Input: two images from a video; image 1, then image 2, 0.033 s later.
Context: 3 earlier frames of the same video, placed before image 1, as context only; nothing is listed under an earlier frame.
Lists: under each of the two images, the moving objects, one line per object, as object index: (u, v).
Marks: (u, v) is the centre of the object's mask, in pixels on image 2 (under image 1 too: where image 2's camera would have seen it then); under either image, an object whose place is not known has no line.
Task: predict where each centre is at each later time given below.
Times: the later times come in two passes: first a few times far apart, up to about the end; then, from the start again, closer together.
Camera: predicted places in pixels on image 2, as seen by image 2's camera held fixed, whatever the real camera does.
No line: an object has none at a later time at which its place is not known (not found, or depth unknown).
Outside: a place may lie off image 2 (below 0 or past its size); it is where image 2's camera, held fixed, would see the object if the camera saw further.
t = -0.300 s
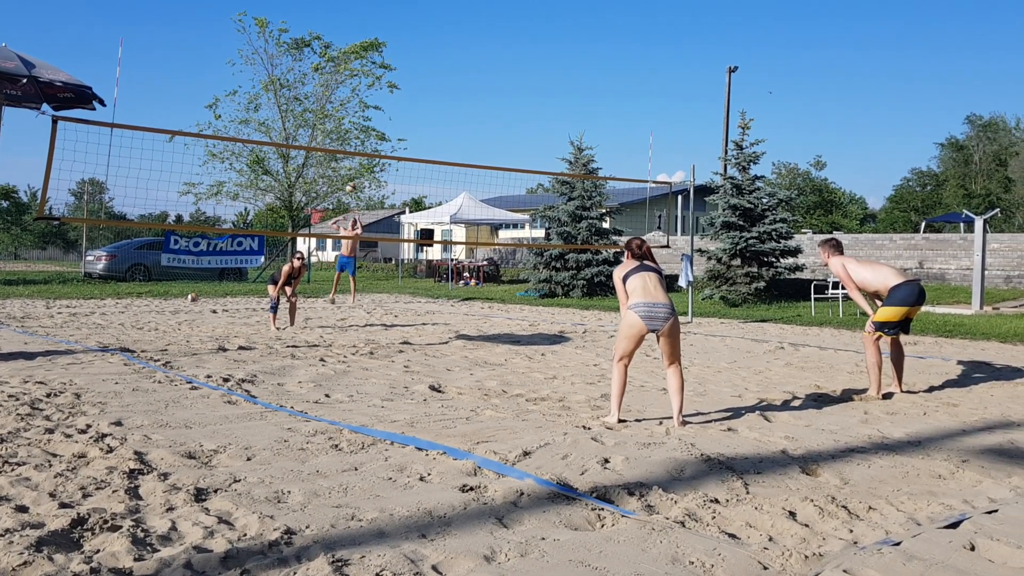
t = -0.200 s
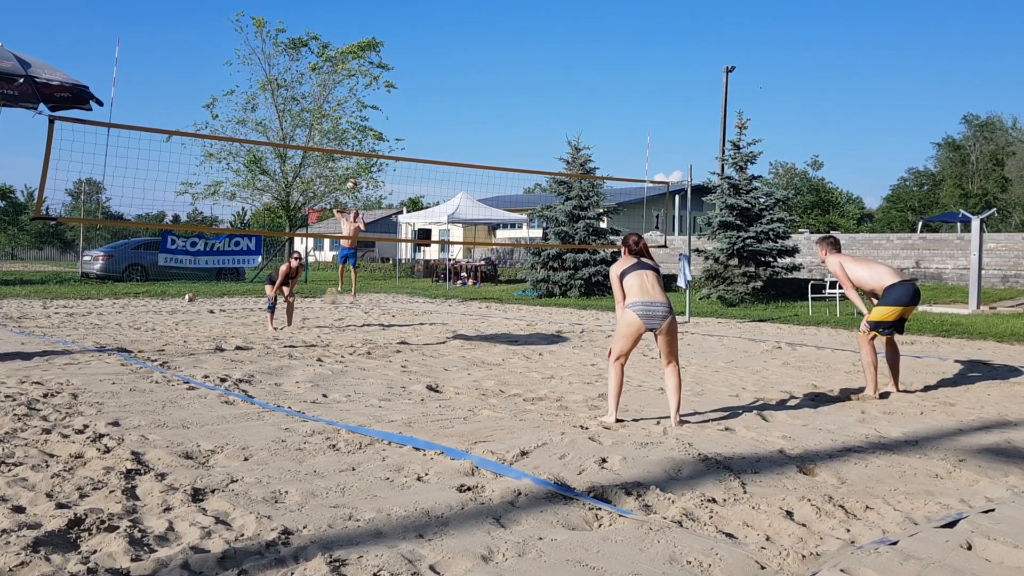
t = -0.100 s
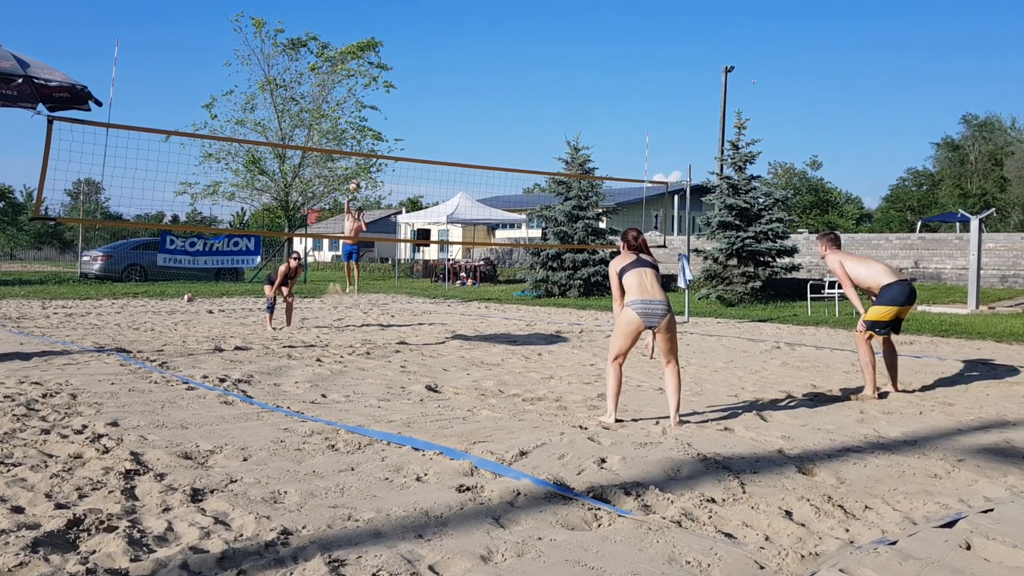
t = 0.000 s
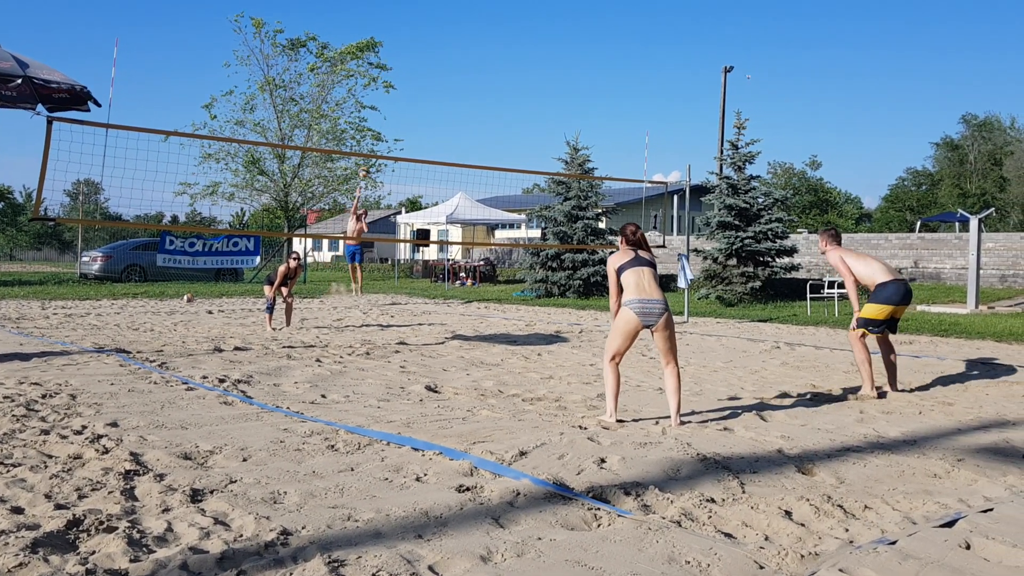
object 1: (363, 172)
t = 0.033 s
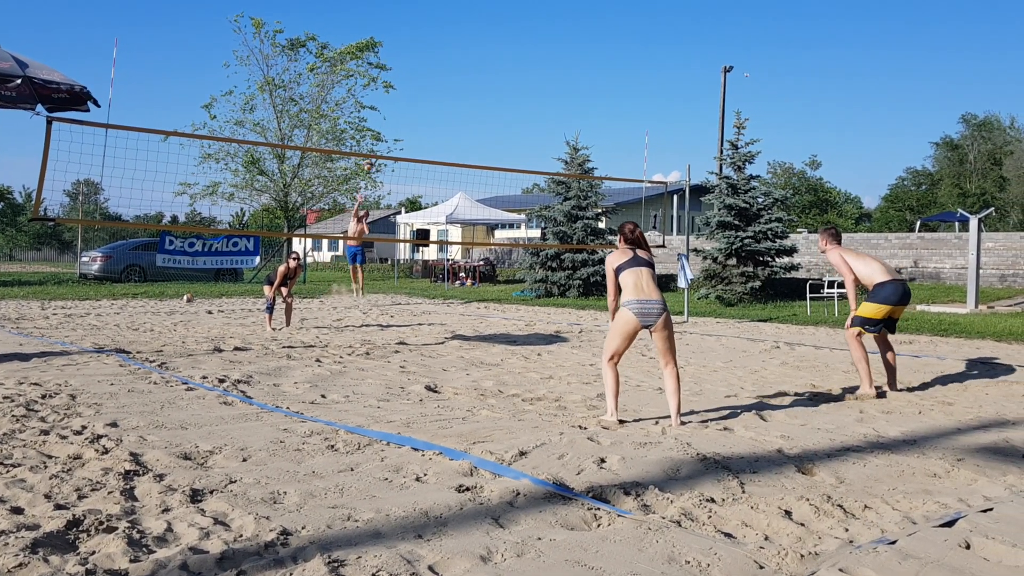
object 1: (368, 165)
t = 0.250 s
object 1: (400, 123)
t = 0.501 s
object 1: (446, 92)
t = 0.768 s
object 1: (508, 112)
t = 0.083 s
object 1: (375, 152)
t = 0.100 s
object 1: (377, 151)
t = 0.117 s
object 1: (379, 148)
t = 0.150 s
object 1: (384, 142)
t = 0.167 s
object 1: (387, 139)
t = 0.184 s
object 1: (389, 136)
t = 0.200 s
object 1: (391, 132)
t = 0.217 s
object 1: (394, 129)
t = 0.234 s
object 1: (397, 126)
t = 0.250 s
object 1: (400, 123)
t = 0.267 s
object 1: (403, 120)
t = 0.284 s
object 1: (405, 117)
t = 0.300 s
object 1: (408, 115)
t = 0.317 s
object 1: (411, 112)
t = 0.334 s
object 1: (414, 109)
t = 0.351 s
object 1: (417, 107)
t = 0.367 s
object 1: (420, 104)
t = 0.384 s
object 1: (423, 102)
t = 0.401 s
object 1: (426, 100)
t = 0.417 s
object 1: (430, 98)
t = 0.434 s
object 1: (433, 97)
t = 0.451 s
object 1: (436, 95)
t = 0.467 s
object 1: (439, 94)
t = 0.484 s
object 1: (443, 93)
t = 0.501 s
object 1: (446, 92)
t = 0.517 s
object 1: (450, 92)
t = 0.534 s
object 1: (453, 91)
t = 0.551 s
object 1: (456, 91)
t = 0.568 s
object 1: (459, 91)
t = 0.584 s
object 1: (463, 91)
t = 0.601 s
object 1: (467, 92)
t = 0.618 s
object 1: (470, 93)
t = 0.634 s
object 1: (474, 94)
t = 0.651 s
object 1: (478, 95)
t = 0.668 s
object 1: (482, 97)
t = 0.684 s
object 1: (486, 99)
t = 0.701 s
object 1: (490, 101)
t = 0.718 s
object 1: (494, 103)
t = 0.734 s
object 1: (498, 106)
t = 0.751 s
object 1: (503, 108)
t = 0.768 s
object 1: (508, 112)
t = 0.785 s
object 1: (512, 115)
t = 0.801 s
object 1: (517, 119)
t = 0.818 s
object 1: (522, 124)
